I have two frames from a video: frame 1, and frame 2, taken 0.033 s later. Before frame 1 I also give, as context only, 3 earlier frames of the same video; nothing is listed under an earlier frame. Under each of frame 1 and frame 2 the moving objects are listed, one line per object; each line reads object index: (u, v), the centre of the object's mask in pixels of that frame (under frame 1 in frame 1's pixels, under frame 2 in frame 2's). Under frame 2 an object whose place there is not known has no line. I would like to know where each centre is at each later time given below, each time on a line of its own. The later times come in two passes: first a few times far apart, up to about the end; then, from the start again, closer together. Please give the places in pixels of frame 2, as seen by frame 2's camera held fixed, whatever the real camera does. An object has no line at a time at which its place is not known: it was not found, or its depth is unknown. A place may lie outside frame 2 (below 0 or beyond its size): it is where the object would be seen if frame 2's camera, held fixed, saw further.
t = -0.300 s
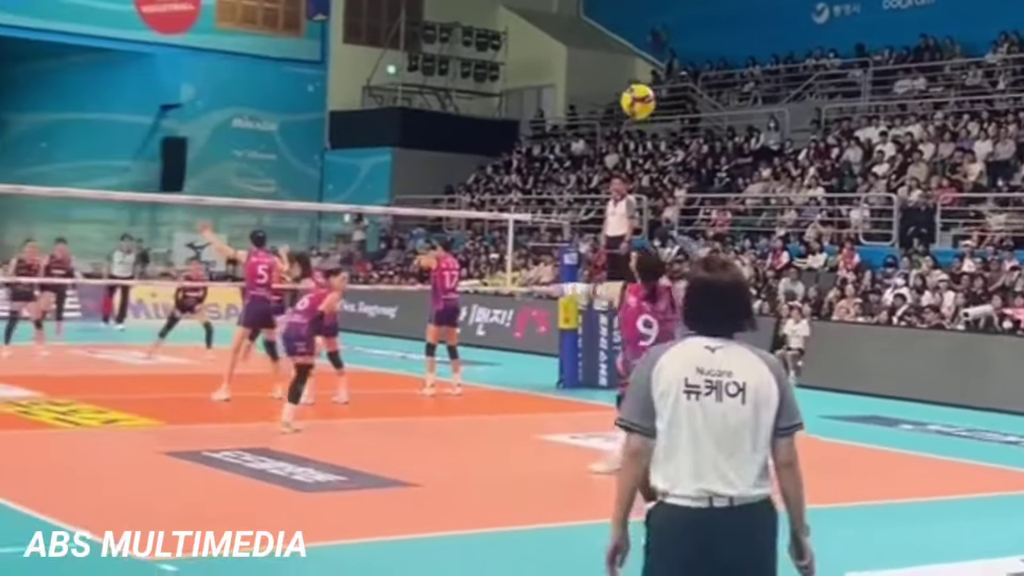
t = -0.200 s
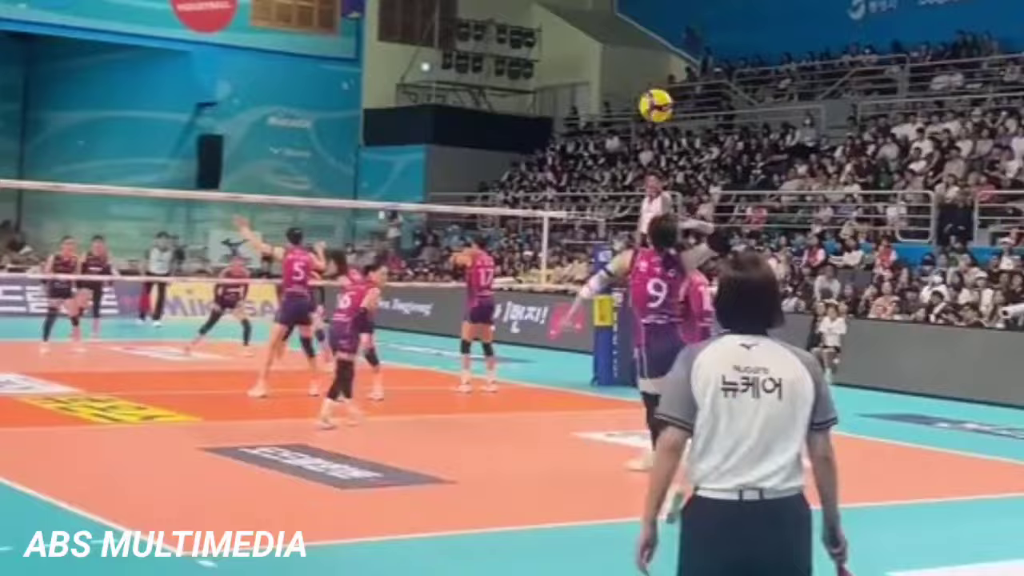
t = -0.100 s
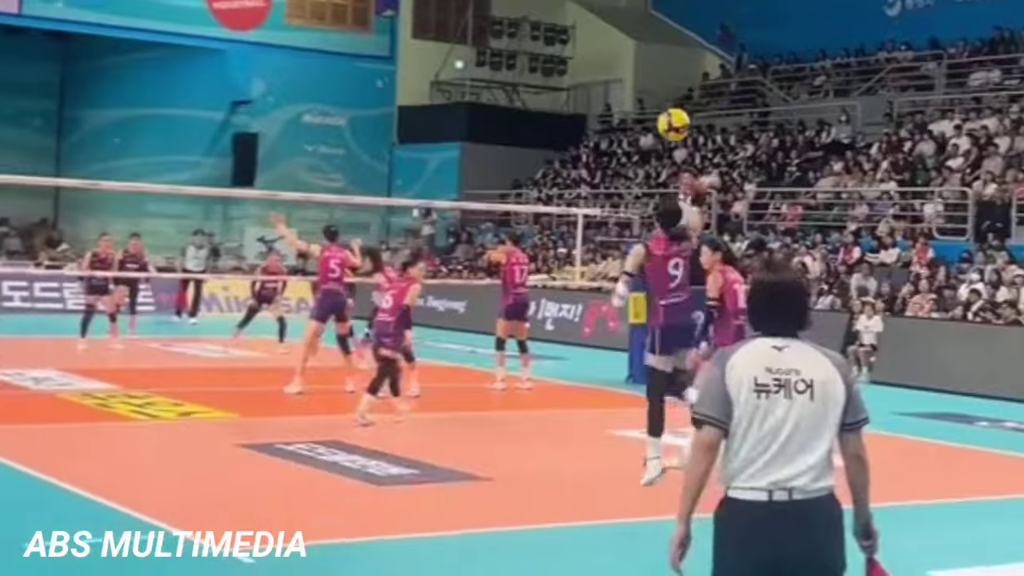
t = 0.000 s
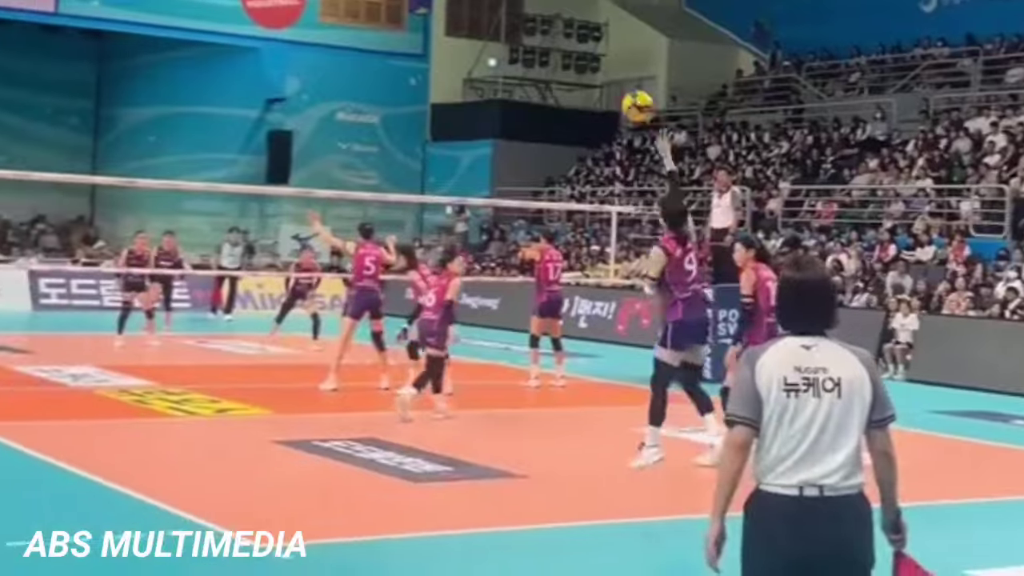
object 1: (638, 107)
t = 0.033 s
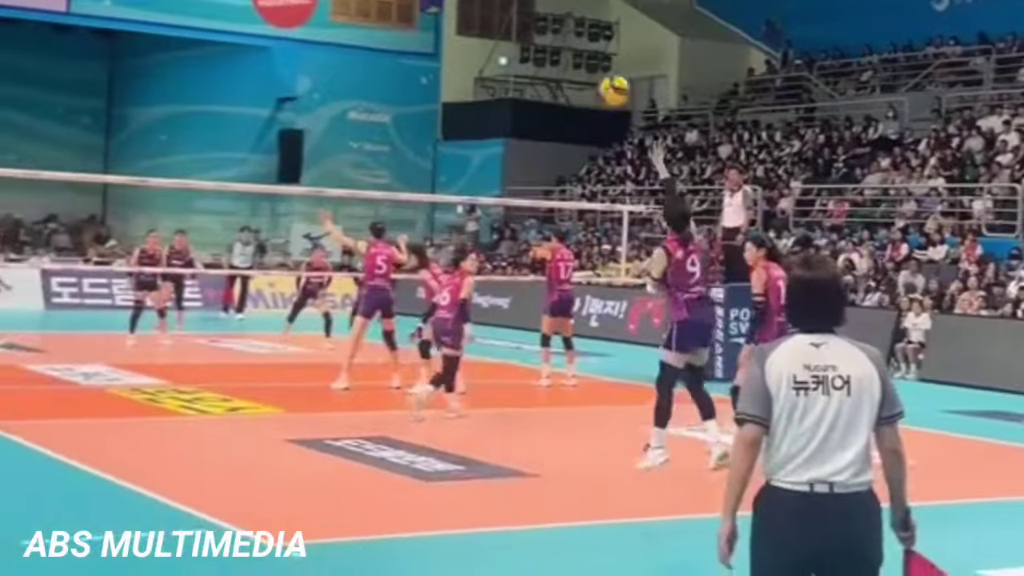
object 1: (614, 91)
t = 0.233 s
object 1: (451, 44)
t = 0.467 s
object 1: (311, 57)
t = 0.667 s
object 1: (226, 100)
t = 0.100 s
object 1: (553, 66)
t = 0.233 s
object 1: (451, 44)
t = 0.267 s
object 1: (428, 43)
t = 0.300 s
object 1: (406, 44)
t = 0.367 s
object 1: (365, 47)
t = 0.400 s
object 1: (345, 49)
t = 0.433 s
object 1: (327, 53)
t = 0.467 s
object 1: (311, 57)
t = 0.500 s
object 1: (295, 62)
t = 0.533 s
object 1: (280, 67)
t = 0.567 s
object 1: (265, 74)
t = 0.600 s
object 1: (251, 82)
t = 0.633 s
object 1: (239, 90)
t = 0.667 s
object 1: (226, 100)
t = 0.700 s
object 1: (214, 109)
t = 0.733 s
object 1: (203, 120)
